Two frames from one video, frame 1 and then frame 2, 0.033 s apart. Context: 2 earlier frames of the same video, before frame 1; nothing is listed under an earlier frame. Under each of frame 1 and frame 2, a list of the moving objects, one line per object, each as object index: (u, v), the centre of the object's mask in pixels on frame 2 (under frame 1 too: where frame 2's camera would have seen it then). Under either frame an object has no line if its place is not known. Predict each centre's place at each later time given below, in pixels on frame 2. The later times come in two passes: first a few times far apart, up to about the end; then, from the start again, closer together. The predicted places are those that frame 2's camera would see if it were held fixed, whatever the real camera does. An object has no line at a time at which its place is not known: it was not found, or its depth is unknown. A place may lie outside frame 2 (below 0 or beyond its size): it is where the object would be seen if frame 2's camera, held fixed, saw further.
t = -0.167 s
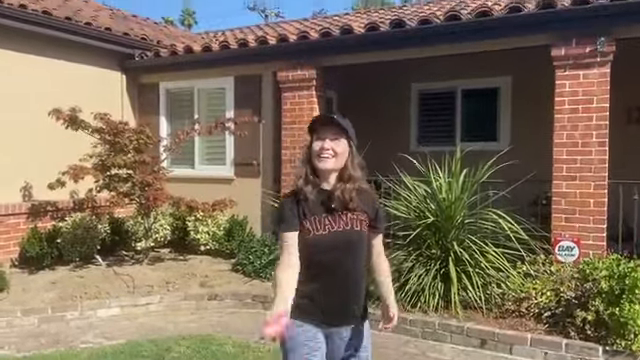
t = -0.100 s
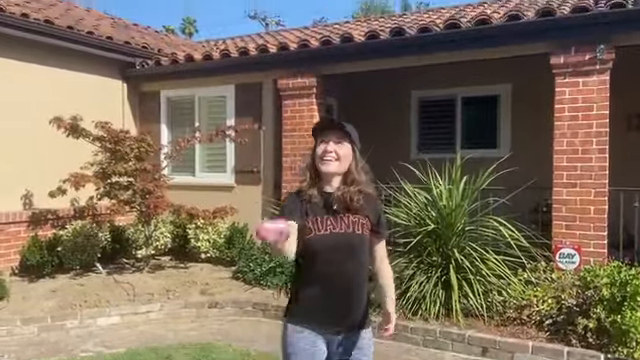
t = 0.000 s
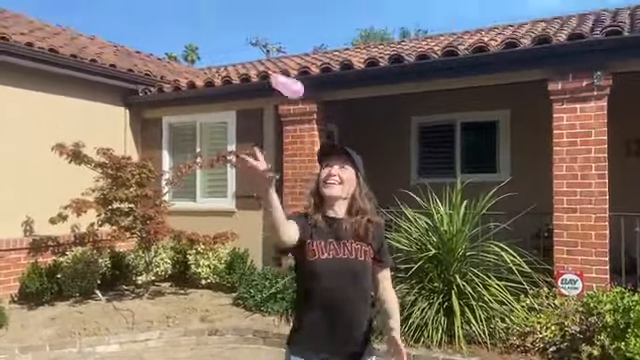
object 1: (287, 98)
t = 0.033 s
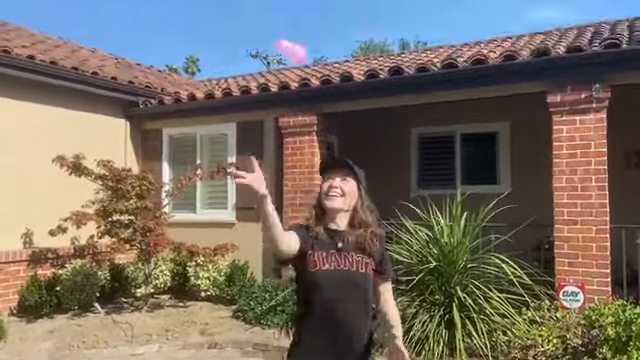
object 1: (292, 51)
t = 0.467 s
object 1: (343, -185)
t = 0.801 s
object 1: (373, -32)
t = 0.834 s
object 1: (377, -3)
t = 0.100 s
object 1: (303, -22)
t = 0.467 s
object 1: (343, -185)
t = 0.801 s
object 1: (373, -32)
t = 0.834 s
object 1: (377, -3)
